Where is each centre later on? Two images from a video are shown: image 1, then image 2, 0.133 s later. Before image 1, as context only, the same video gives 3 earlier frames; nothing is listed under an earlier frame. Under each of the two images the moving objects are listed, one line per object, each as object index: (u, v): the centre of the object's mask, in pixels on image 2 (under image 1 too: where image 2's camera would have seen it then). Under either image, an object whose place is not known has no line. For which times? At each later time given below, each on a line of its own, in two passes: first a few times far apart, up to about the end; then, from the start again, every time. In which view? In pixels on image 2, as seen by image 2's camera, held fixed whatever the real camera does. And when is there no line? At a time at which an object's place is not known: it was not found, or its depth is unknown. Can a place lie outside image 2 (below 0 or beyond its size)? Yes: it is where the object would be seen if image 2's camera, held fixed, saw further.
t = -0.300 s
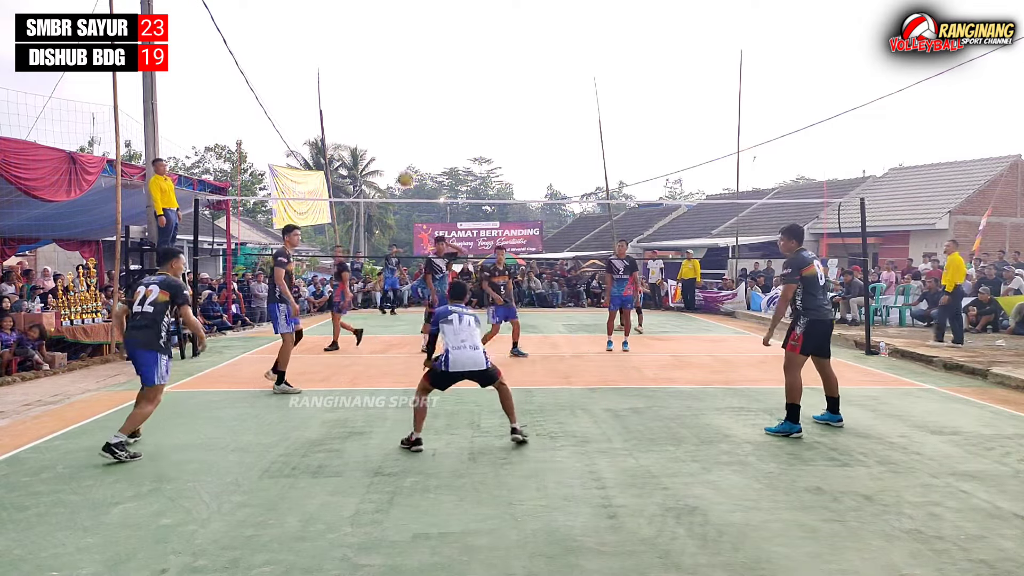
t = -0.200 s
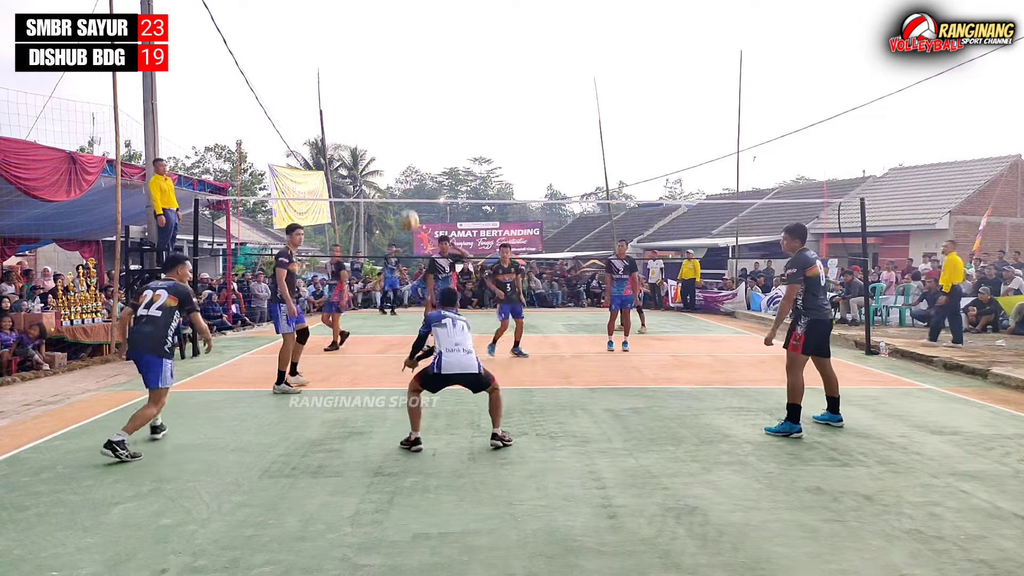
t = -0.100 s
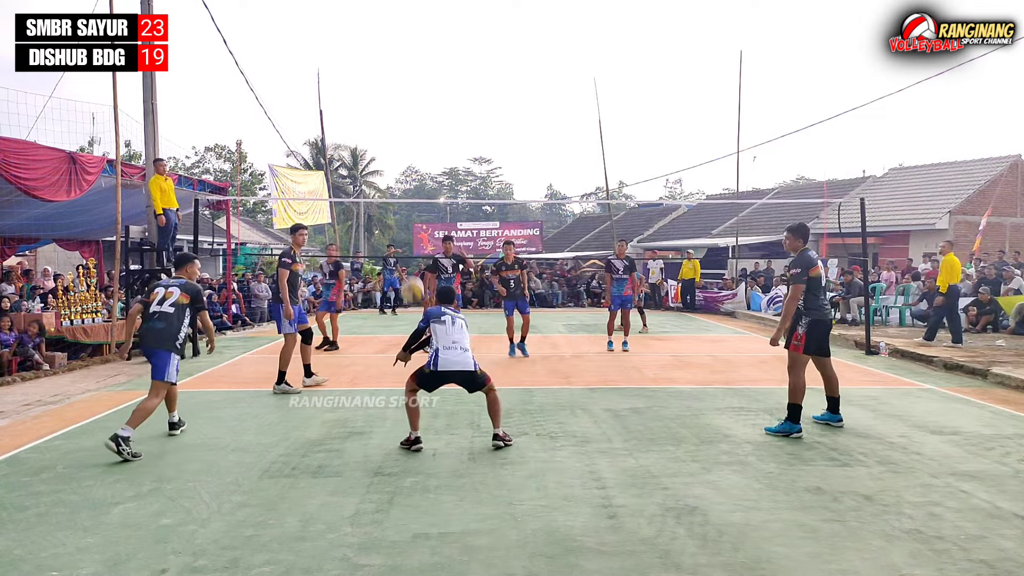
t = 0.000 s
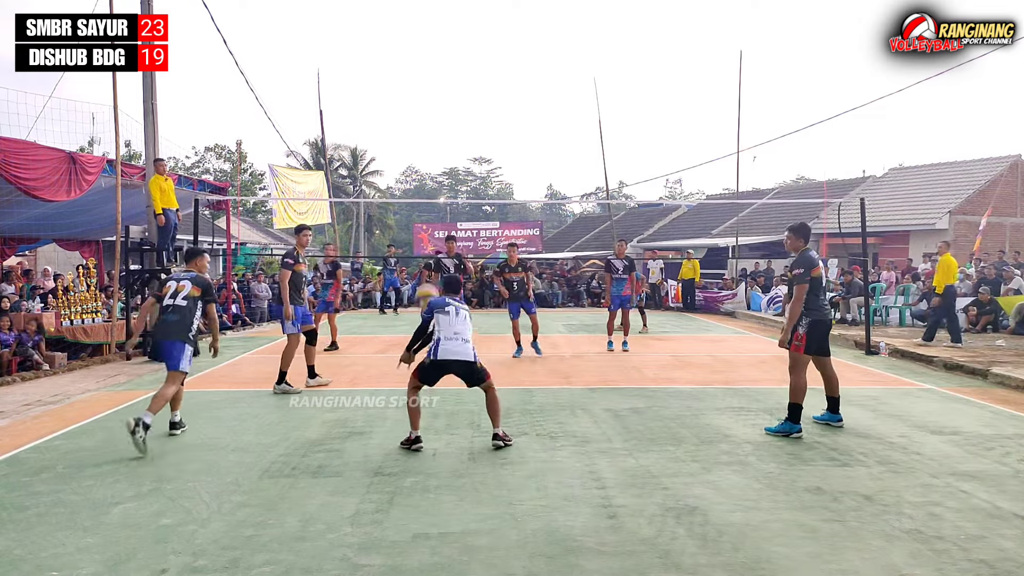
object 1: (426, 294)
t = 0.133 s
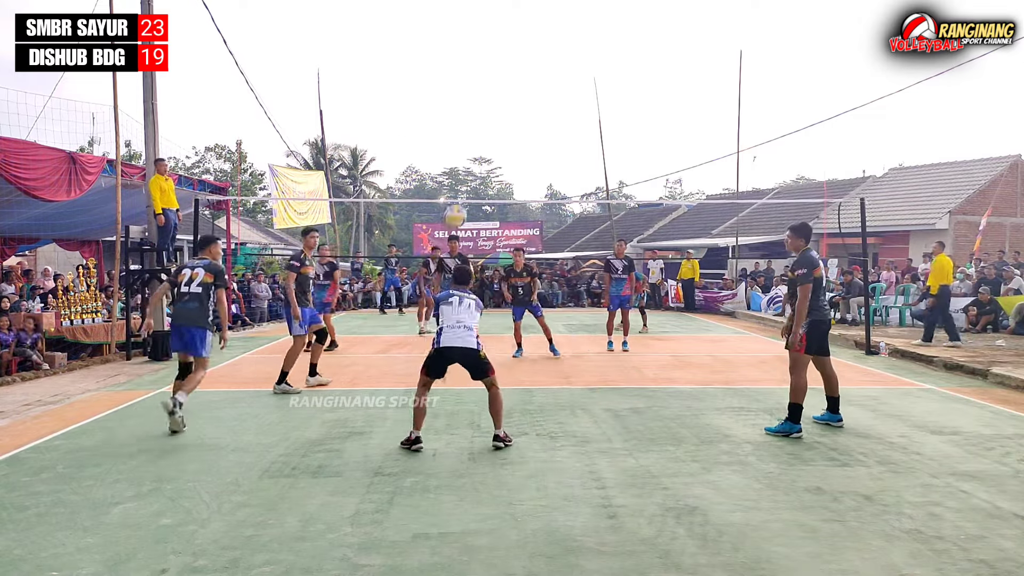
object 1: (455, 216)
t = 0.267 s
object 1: (480, 164)
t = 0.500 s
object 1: (516, 121)
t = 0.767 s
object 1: (550, 132)
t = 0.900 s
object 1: (565, 155)
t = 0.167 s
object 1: (462, 202)
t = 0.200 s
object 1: (469, 188)
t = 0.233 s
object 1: (474, 175)
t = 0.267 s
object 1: (480, 164)
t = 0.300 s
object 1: (486, 154)
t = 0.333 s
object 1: (491, 146)
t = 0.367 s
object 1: (497, 138)
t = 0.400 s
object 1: (502, 132)
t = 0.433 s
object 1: (507, 127)
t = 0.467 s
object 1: (512, 124)
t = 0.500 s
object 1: (516, 121)
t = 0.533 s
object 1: (521, 119)
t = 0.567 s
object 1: (526, 118)
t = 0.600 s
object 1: (530, 118)
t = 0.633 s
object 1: (534, 120)
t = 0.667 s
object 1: (539, 121)
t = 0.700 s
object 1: (543, 124)
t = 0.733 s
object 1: (547, 128)
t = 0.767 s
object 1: (550, 132)
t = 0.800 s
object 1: (554, 137)
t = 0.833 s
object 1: (558, 142)
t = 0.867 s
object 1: (561, 148)
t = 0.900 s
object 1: (565, 155)
